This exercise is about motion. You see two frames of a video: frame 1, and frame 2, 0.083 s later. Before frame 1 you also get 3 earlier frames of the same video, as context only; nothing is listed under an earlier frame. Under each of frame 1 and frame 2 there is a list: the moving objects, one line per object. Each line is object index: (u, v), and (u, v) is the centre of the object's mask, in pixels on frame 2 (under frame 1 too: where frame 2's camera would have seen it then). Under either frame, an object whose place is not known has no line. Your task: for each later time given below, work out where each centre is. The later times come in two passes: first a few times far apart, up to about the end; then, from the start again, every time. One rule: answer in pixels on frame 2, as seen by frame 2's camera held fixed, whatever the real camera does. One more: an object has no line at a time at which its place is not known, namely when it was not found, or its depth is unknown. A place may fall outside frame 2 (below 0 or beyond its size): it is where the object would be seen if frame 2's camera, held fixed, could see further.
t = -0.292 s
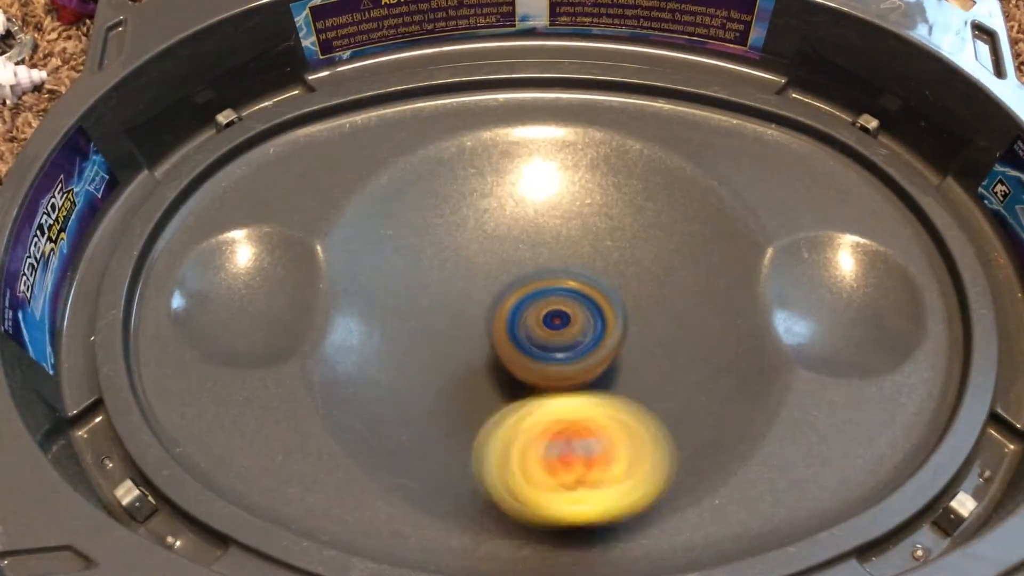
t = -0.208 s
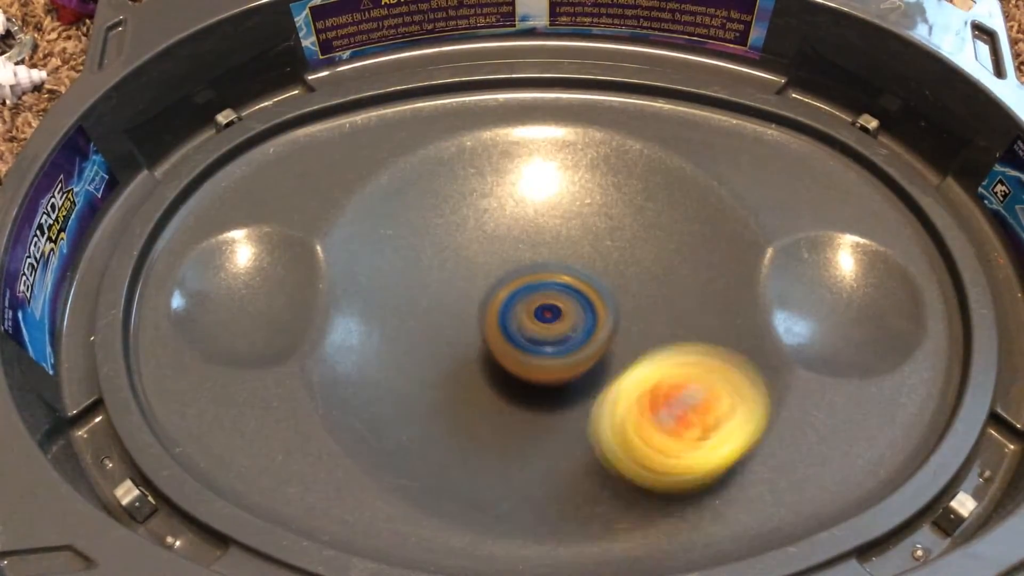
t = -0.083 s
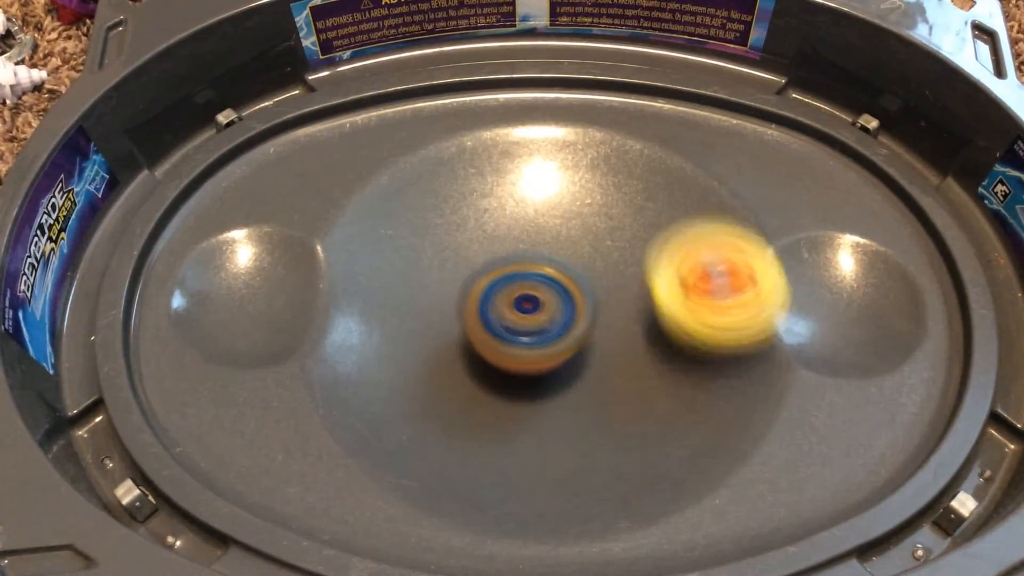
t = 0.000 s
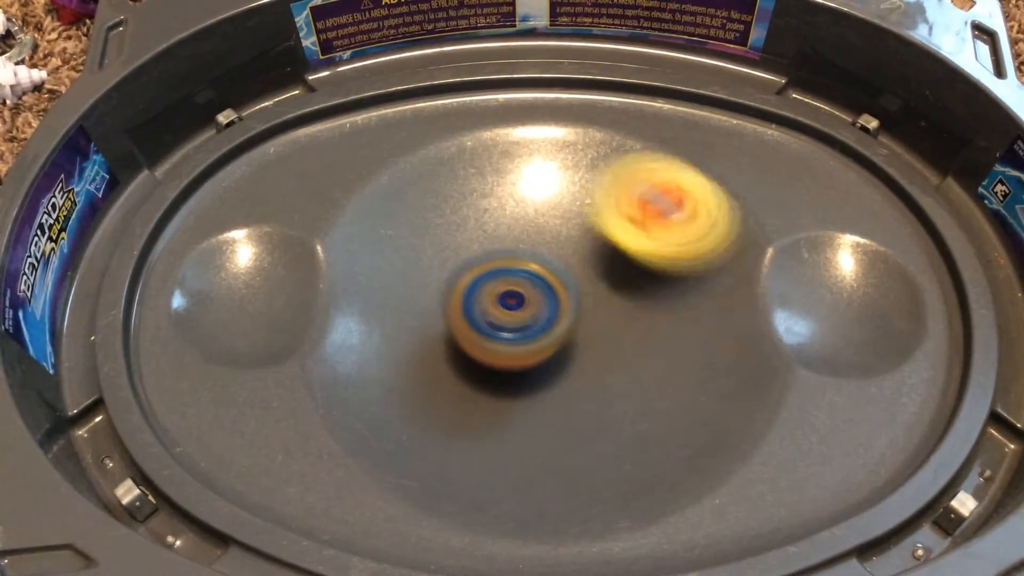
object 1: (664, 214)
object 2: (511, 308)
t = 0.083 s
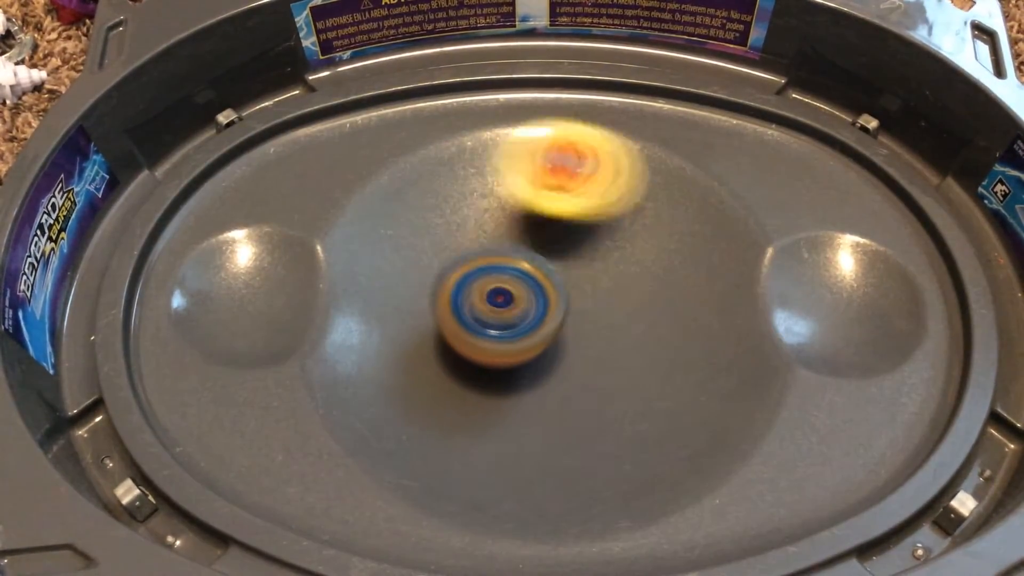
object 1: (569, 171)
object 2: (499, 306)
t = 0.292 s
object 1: (350, 249)
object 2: (501, 309)
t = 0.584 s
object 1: (604, 409)
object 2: (530, 280)
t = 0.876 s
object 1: (622, 168)
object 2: (540, 264)
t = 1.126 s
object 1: (412, 247)
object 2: (556, 293)
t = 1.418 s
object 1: (597, 419)
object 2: (614, 278)
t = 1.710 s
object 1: (635, 303)
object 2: (523, 236)
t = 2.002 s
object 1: (470, 382)
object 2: (363, 249)
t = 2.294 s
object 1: (583, 374)
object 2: (408, 265)
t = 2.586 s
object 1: (768, 322)
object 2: (532, 178)
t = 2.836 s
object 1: (849, 285)
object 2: (590, 209)
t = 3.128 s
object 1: (838, 284)
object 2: (647, 354)
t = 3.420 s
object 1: (708, 232)
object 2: (581, 389)
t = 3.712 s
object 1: (494, 212)
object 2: (441, 300)
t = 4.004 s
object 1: (591, 227)
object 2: (412, 218)
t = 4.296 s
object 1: (624, 336)
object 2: (523, 271)
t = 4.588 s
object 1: (453, 384)
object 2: (552, 284)
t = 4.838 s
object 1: (437, 263)
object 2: (537, 311)
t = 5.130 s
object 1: (529, 222)
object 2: (535, 315)
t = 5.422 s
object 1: (547, 228)
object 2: (534, 318)
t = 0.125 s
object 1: (513, 165)
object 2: (496, 305)
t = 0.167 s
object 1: (458, 172)
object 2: (495, 306)
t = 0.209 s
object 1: (415, 186)
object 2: (497, 308)
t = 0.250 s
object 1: (378, 214)
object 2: (499, 308)
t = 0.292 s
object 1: (350, 249)
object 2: (501, 309)
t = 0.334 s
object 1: (341, 294)
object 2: (505, 306)
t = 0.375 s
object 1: (350, 337)
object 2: (508, 303)
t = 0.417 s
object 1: (382, 379)
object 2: (513, 299)
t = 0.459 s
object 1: (429, 411)
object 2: (517, 295)
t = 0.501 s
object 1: (489, 427)
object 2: (522, 290)
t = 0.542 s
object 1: (550, 427)
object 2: (526, 285)
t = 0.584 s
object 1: (604, 409)
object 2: (530, 280)
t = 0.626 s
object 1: (650, 379)
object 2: (532, 275)
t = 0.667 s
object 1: (680, 342)
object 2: (535, 270)
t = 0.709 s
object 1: (693, 299)
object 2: (537, 267)
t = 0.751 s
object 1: (693, 259)
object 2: (538, 264)
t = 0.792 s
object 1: (679, 223)
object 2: (539, 263)
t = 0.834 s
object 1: (654, 191)
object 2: (540, 263)
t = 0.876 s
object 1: (622, 168)
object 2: (540, 264)
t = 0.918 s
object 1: (578, 155)
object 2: (541, 267)
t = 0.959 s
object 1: (535, 151)
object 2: (540, 271)
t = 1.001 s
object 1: (492, 158)
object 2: (541, 277)
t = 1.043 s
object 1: (451, 179)
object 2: (546, 284)
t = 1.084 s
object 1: (426, 207)
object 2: (551, 290)
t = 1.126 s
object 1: (412, 247)
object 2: (556, 293)
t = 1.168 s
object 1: (413, 289)
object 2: (563, 299)
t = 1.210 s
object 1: (431, 329)
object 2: (569, 301)
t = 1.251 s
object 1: (454, 363)
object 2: (581, 301)
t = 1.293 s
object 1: (485, 386)
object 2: (591, 300)
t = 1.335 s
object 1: (524, 402)
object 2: (599, 296)
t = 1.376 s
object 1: (562, 415)
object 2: (609, 288)
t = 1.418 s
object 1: (597, 419)
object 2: (614, 278)
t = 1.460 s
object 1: (631, 412)
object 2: (615, 272)
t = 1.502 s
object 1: (659, 394)
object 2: (611, 267)
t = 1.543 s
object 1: (672, 370)
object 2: (603, 264)
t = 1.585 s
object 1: (680, 352)
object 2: (588, 252)
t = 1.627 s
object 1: (677, 334)
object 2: (568, 243)
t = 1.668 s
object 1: (660, 316)
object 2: (549, 237)
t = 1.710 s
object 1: (635, 303)
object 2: (523, 236)
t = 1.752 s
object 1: (606, 299)
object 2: (493, 234)
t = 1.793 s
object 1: (574, 304)
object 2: (459, 231)
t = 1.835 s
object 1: (545, 312)
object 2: (426, 231)
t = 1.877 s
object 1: (517, 322)
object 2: (406, 241)
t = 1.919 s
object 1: (492, 335)
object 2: (392, 251)
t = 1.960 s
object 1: (474, 356)
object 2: (386, 258)
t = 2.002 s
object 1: (470, 382)
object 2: (363, 249)
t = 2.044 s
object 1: (476, 405)
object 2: (354, 246)
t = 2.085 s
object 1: (489, 422)
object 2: (347, 243)
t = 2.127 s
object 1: (511, 433)
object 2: (346, 240)
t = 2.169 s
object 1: (536, 432)
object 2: (352, 241)
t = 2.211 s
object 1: (559, 420)
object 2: (363, 246)
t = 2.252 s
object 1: (575, 399)
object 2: (384, 255)
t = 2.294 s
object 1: (583, 374)
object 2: (408, 265)
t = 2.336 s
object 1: (583, 348)
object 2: (441, 270)
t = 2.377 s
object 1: (596, 335)
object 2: (468, 266)
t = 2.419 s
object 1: (644, 342)
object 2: (482, 242)
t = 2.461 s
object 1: (692, 345)
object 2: (493, 224)
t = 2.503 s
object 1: (726, 340)
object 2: (506, 204)
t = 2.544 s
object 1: (751, 331)
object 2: (520, 190)
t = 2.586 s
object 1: (768, 322)
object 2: (532, 178)
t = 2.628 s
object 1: (781, 317)
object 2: (541, 172)
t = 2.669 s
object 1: (797, 311)
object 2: (550, 171)
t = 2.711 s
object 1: (816, 303)
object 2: (559, 174)
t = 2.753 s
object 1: (833, 294)
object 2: (569, 182)
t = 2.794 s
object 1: (846, 288)
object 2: (579, 193)
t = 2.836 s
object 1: (849, 285)
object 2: (590, 209)
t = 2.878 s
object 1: (843, 288)
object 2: (599, 227)
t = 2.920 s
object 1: (837, 292)
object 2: (611, 249)
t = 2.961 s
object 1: (834, 299)
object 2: (620, 269)
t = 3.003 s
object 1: (838, 304)
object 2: (630, 292)
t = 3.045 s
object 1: (844, 302)
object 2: (637, 313)
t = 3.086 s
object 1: (843, 295)
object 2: (644, 337)
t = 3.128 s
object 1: (838, 284)
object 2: (647, 354)
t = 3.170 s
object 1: (824, 274)
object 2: (646, 367)
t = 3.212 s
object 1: (812, 270)
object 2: (644, 381)
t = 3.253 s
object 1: (796, 269)
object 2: (637, 385)
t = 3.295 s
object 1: (780, 262)
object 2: (627, 390)
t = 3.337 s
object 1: (762, 252)
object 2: (616, 393)
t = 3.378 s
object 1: (738, 243)
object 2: (600, 393)
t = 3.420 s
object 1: (708, 232)
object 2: (581, 389)
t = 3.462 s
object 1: (674, 224)
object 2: (558, 382)
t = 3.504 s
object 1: (641, 215)
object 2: (536, 372)
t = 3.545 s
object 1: (609, 211)
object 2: (516, 362)
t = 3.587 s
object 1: (579, 209)
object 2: (496, 344)
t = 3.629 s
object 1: (543, 209)
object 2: (475, 328)
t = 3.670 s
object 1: (512, 211)
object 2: (461, 315)
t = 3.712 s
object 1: (494, 212)
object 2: (441, 300)
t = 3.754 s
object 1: (507, 202)
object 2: (418, 286)
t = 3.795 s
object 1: (533, 193)
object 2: (401, 271)
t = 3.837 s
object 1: (553, 192)
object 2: (390, 254)
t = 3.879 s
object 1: (565, 197)
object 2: (388, 244)
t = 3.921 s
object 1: (575, 205)
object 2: (389, 230)
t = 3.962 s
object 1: (583, 216)
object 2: (397, 222)
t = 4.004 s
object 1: (591, 227)
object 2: (412, 218)
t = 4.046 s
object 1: (598, 239)
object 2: (428, 217)
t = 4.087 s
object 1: (607, 252)
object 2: (446, 222)
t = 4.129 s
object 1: (613, 264)
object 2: (465, 233)
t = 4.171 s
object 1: (619, 281)
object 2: (482, 247)
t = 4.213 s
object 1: (620, 296)
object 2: (501, 258)
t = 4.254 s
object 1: (624, 312)
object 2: (516, 269)
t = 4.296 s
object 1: (624, 336)
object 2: (523, 271)
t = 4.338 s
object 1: (616, 354)
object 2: (538, 271)
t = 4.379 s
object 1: (600, 370)
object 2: (548, 274)
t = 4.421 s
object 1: (568, 393)
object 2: (554, 271)
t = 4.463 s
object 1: (537, 406)
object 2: (562, 268)
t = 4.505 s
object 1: (500, 403)
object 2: (565, 271)
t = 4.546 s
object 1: (472, 399)
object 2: (563, 278)
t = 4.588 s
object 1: (453, 384)
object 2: (552, 284)
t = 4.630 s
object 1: (441, 366)
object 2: (541, 286)
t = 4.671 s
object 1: (435, 342)
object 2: (537, 291)
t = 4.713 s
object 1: (424, 321)
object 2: (541, 294)
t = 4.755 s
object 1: (423, 297)
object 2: (536, 301)
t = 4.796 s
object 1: (427, 278)
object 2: (540, 308)
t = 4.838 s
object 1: (437, 263)
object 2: (537, 311)
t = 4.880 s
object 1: (449, 251)
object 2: (535, 314)
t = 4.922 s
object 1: (461, 241)
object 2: (533, 316)
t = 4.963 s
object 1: (480, 232)
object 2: (534, 317)
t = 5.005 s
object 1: (495, 224)
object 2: (534, 316)
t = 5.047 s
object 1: (509, 221)
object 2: (534, 316)
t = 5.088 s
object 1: (520, 220)
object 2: (535, 315)
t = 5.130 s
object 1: (529, 222)
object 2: (535, 315)
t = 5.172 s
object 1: (535, 223)
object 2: (535, 315)
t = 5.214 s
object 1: (541, 225)
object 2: (534, 316)
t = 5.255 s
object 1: (545, 225)
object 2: (534, 317)
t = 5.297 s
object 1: (548, 226)
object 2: (533, 318)
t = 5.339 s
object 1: (548, 227)
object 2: (533, 318)
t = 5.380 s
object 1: (547, 227)
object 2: (533, 318)
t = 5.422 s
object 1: (547, 228)
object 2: (534, 318)
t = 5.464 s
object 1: (547, 228)
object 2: (533, 318)
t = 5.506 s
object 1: (548, 228)
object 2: (533, 318)
